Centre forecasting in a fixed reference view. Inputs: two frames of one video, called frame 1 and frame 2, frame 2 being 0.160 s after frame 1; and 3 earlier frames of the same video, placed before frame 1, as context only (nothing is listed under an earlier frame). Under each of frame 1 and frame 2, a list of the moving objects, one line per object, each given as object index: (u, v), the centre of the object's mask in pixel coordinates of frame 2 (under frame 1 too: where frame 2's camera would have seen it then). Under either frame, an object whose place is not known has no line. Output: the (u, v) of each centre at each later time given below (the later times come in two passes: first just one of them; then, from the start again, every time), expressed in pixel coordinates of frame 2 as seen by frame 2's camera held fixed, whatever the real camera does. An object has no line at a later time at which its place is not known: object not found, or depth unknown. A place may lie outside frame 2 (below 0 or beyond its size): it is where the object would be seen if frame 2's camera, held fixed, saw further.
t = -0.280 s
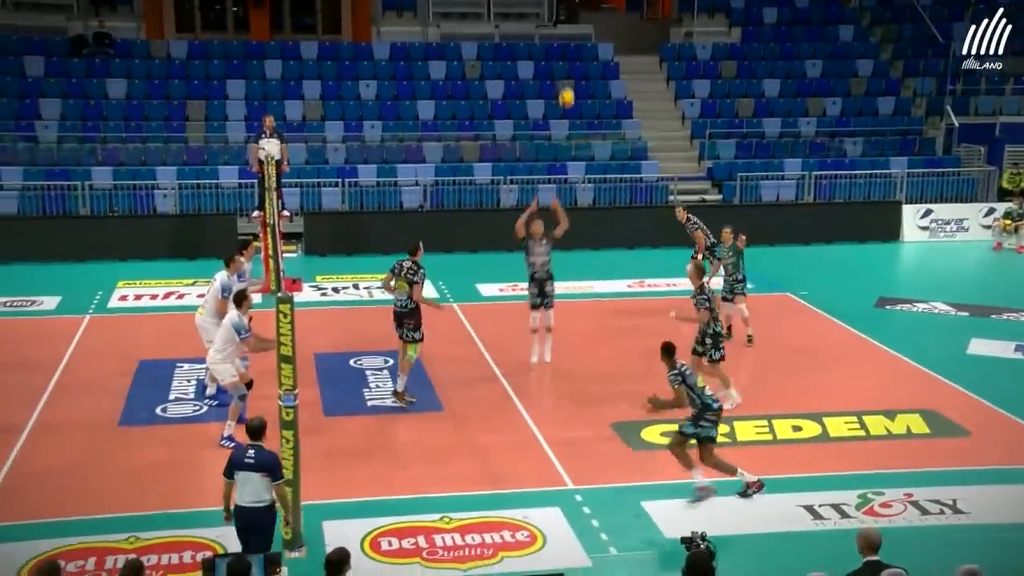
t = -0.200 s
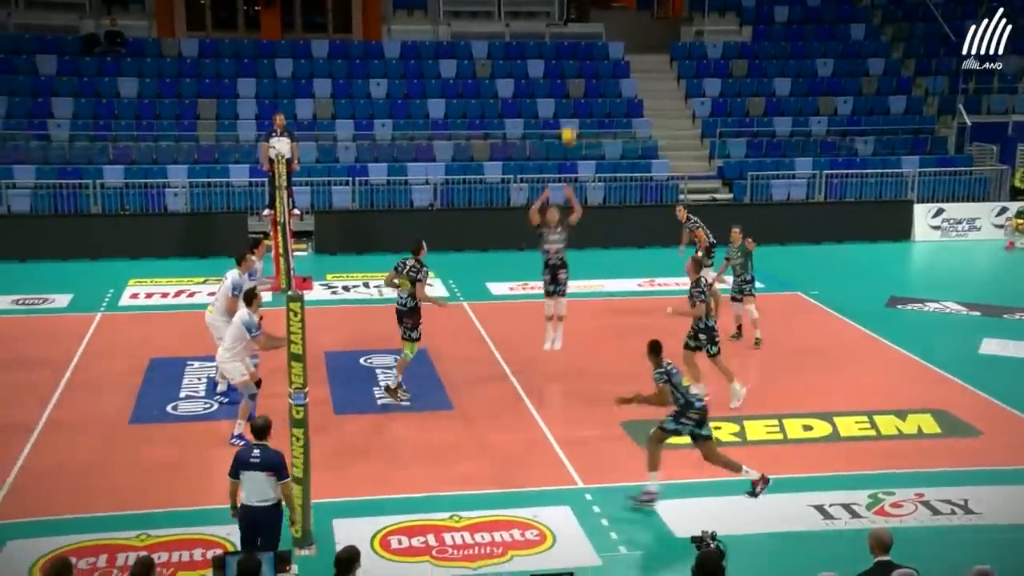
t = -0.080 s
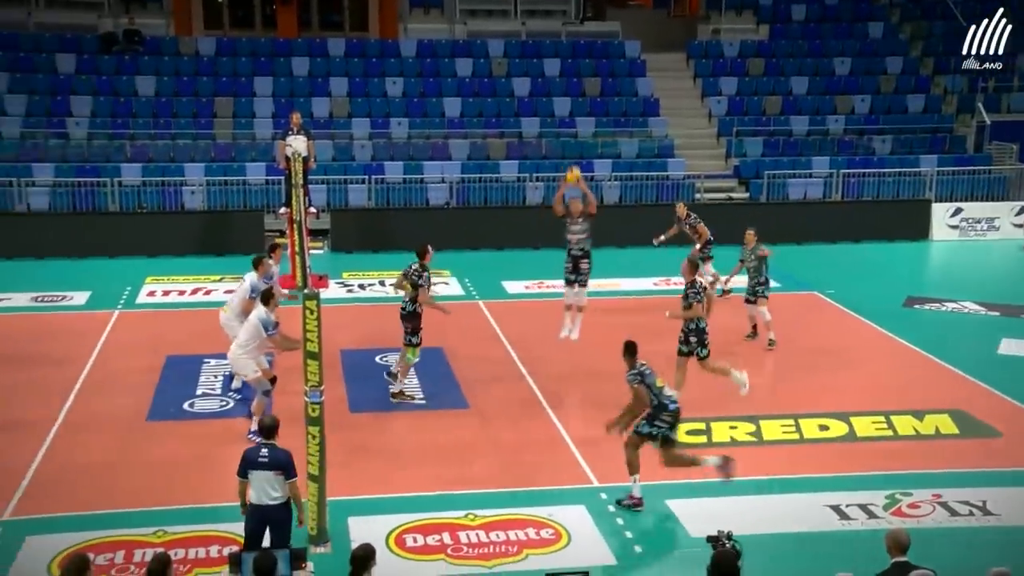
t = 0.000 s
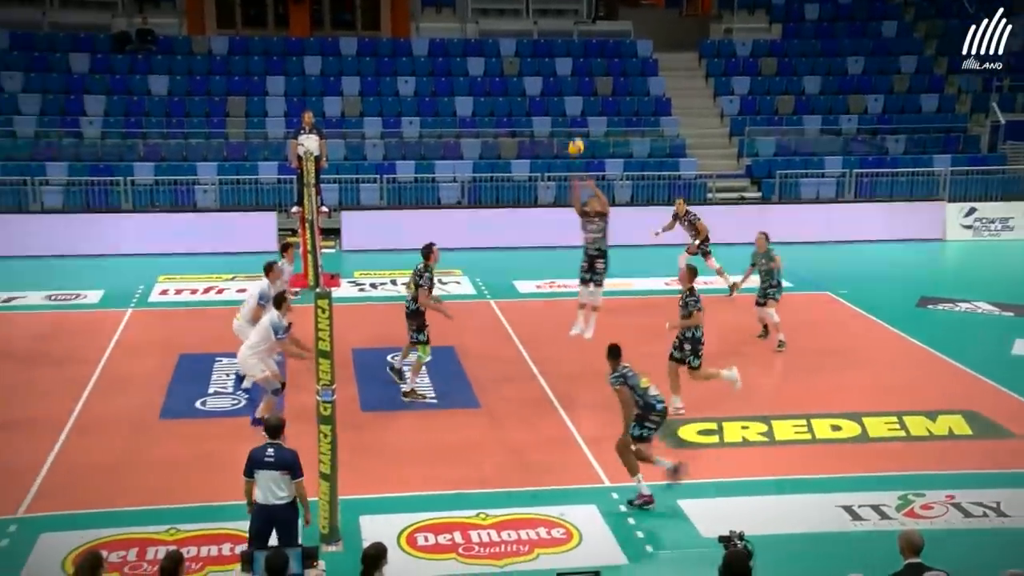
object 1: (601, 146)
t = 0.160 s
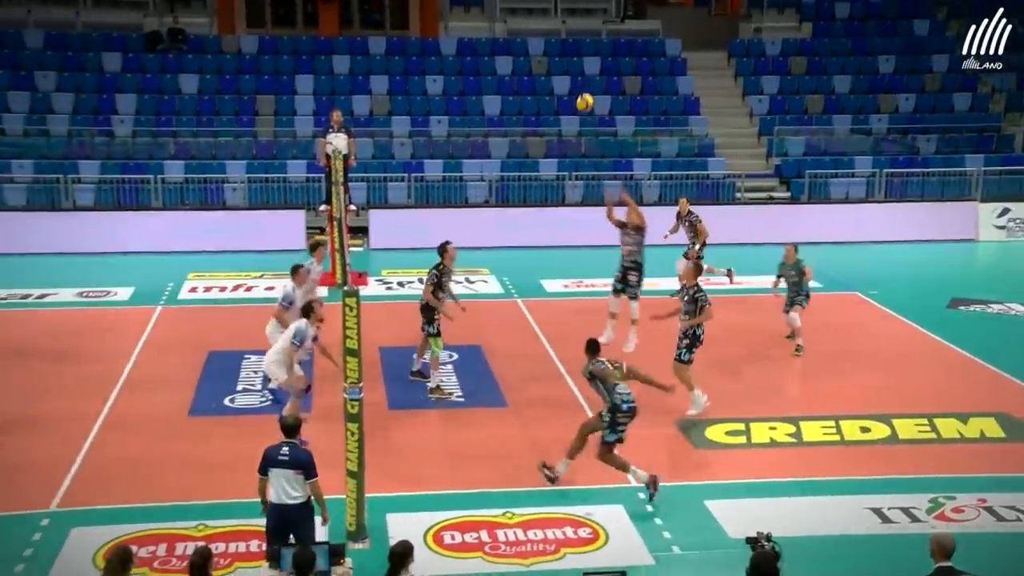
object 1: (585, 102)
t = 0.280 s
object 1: (572, 82)
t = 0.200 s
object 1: (580, 94)
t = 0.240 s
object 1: (576, 87)
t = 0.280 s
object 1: (572, 82)
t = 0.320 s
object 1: (568, 78)
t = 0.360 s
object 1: (563, 74)
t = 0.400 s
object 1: (559, 71)
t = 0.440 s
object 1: (554, 70)
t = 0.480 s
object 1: (549, 71)
